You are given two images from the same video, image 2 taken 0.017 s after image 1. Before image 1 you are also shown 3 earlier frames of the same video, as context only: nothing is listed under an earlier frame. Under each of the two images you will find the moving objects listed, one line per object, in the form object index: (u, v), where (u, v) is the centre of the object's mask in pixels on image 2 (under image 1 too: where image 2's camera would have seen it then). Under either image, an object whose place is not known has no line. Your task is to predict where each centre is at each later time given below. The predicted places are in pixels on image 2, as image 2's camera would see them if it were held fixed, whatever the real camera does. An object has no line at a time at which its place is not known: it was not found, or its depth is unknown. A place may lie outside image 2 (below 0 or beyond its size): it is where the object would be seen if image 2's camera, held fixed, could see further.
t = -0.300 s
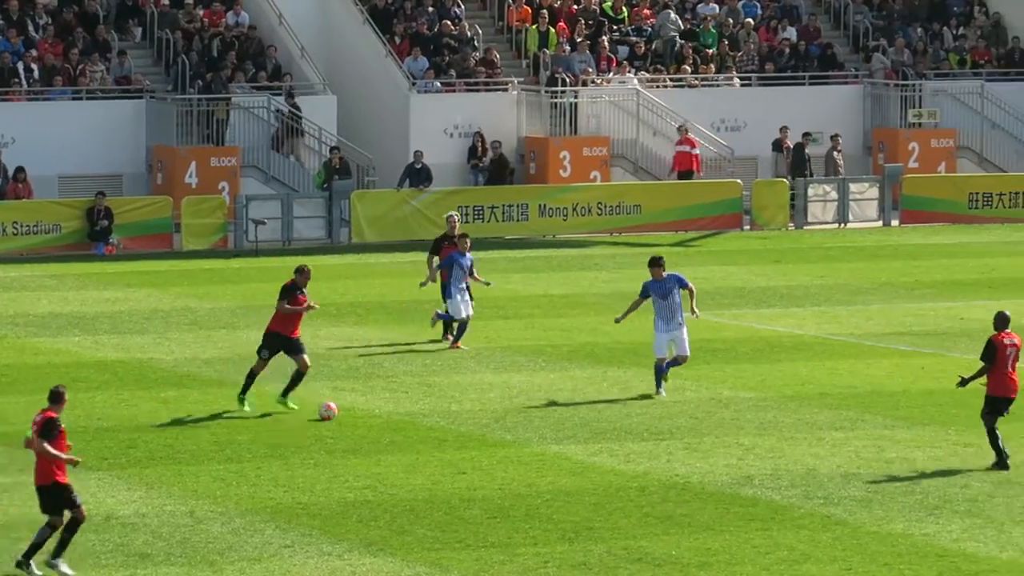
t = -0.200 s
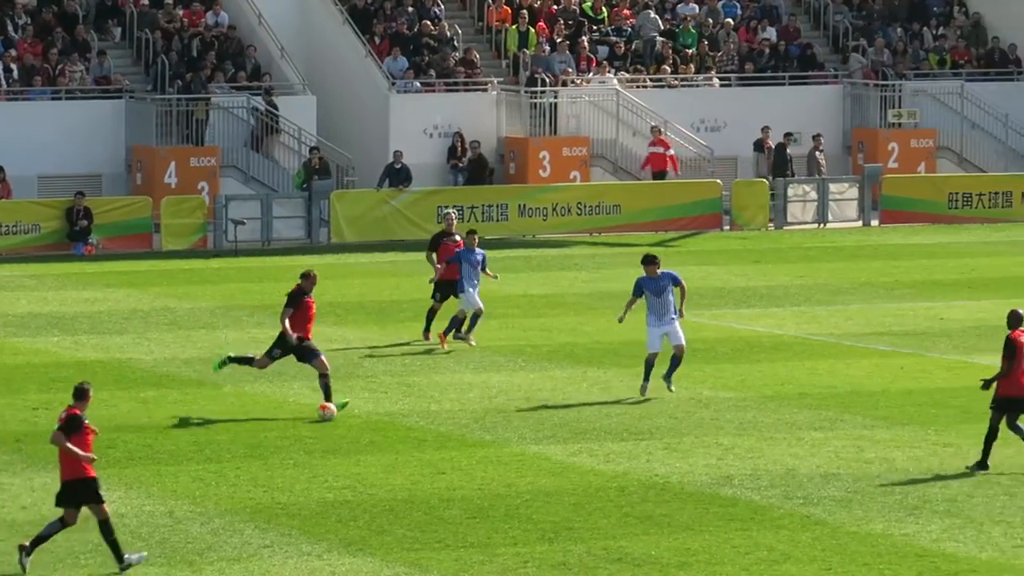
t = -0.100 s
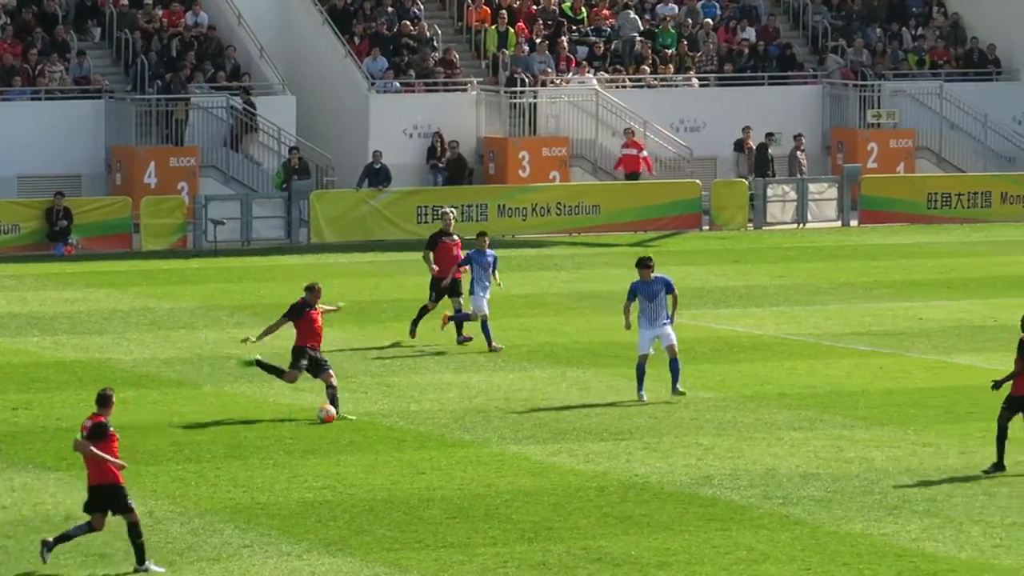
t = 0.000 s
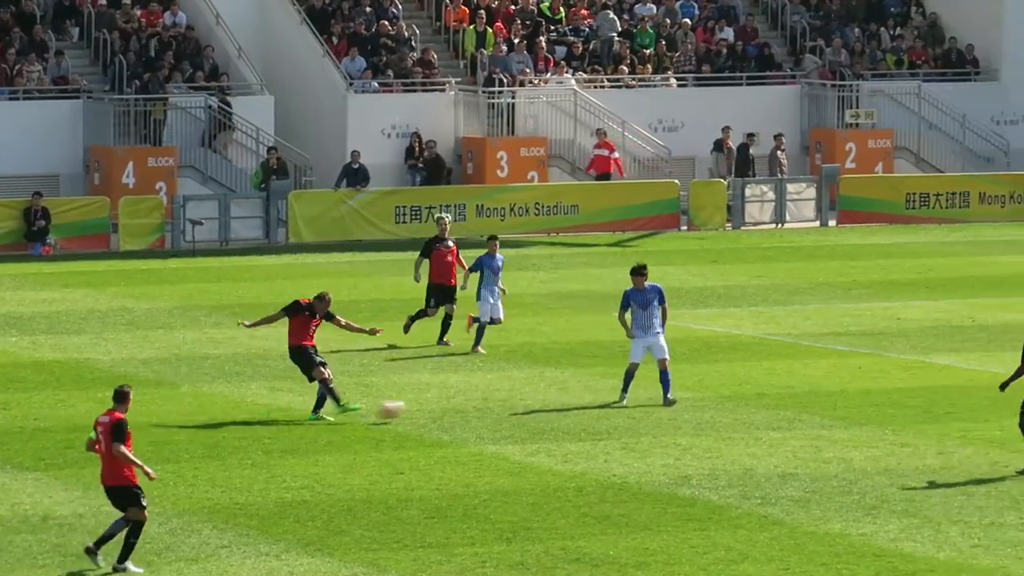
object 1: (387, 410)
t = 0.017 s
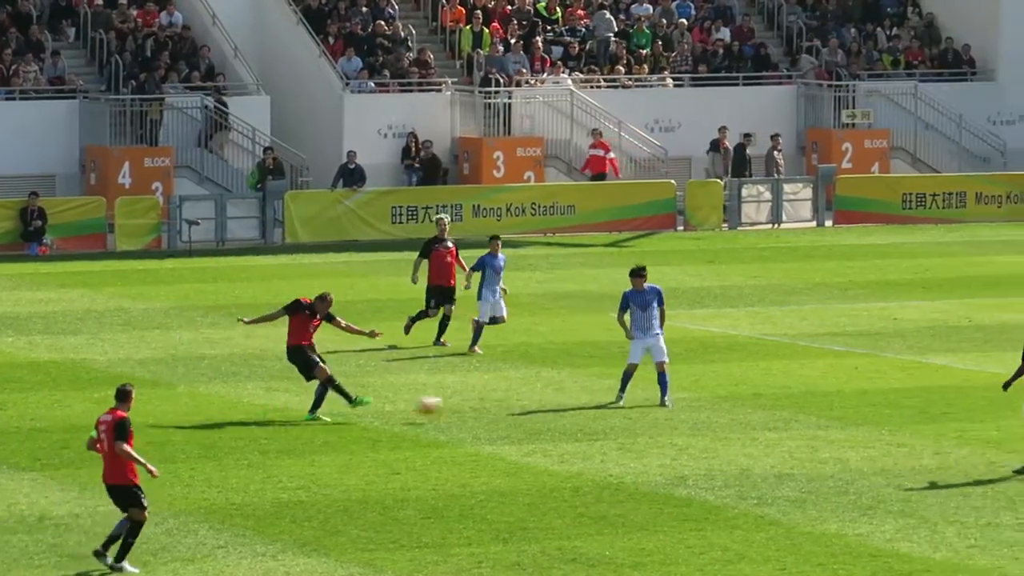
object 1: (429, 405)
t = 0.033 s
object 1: (471, 401)
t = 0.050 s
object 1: (510, 398)
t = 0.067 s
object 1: (548, 394)
